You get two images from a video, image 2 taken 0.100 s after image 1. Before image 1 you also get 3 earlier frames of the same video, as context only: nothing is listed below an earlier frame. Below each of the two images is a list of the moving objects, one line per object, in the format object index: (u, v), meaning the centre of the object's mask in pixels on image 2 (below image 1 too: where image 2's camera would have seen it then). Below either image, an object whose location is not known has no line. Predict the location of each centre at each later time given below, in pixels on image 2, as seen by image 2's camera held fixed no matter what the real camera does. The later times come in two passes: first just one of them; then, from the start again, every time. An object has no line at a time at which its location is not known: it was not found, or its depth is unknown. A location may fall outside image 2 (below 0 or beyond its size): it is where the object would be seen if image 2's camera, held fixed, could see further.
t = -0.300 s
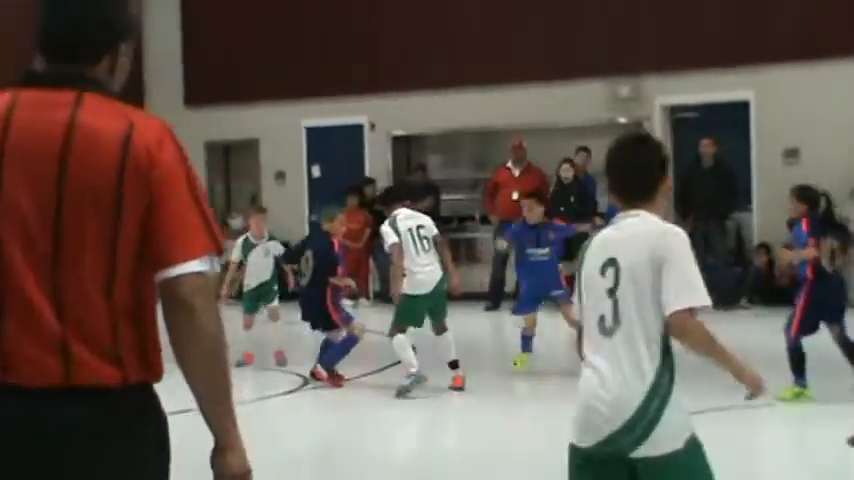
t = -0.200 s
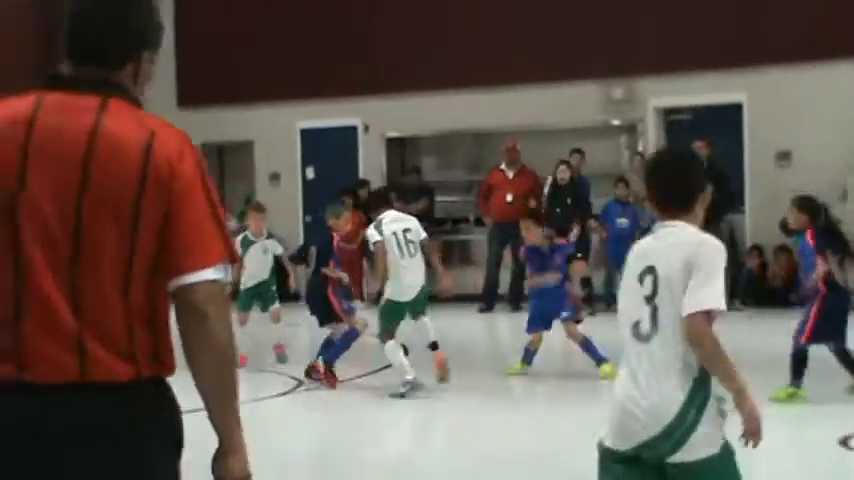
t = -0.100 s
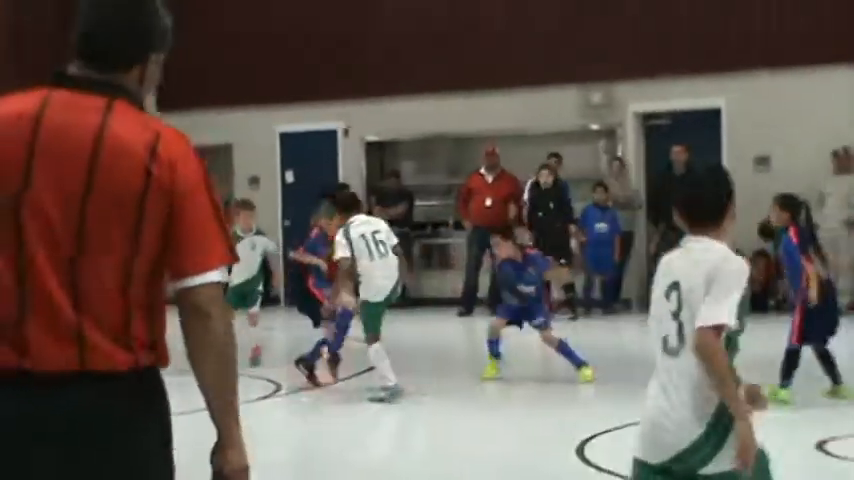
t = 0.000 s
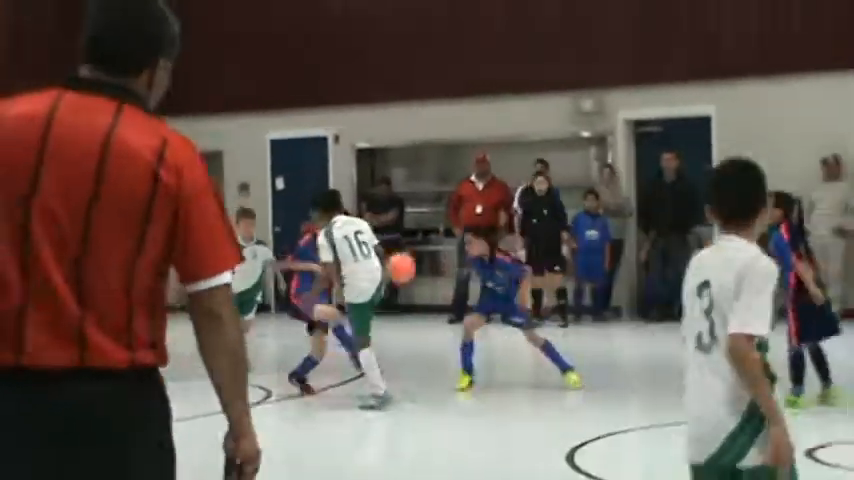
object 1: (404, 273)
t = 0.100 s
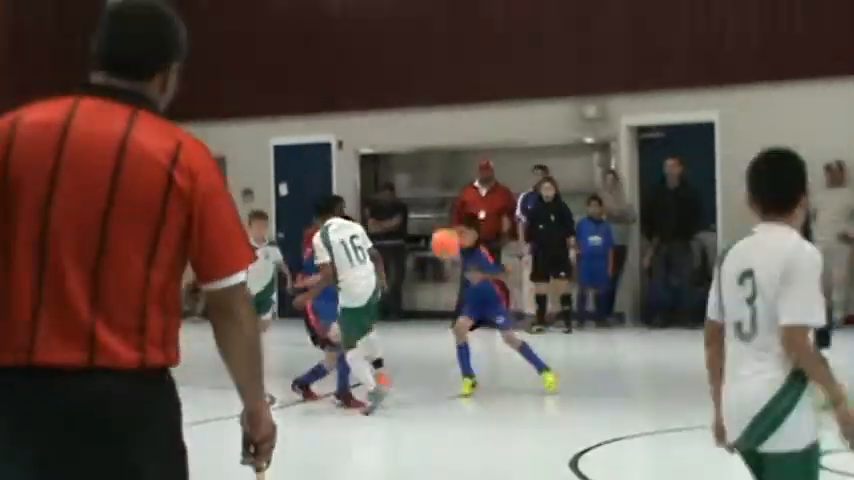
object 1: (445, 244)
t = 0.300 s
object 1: (528, 229)
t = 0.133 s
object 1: (458, 237)
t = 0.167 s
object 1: (472, 232)
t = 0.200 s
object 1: (486, 228)
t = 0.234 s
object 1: (500, 228)
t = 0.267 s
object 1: (514, 227)
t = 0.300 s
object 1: (528, 229)
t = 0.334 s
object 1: (542, 232)
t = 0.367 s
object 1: (556, 237)
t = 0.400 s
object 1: (570, 244)
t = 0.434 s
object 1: (585, 251)
